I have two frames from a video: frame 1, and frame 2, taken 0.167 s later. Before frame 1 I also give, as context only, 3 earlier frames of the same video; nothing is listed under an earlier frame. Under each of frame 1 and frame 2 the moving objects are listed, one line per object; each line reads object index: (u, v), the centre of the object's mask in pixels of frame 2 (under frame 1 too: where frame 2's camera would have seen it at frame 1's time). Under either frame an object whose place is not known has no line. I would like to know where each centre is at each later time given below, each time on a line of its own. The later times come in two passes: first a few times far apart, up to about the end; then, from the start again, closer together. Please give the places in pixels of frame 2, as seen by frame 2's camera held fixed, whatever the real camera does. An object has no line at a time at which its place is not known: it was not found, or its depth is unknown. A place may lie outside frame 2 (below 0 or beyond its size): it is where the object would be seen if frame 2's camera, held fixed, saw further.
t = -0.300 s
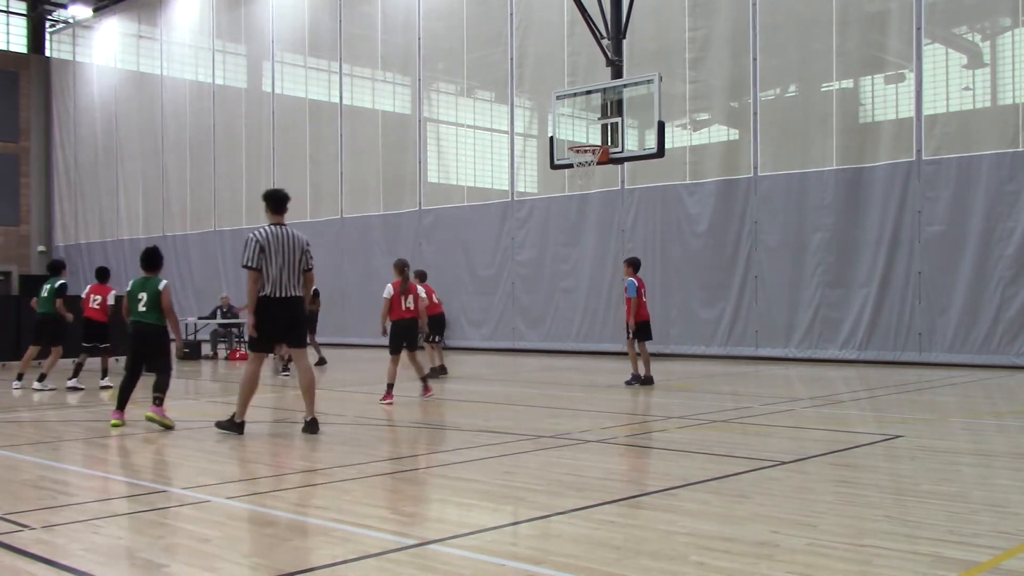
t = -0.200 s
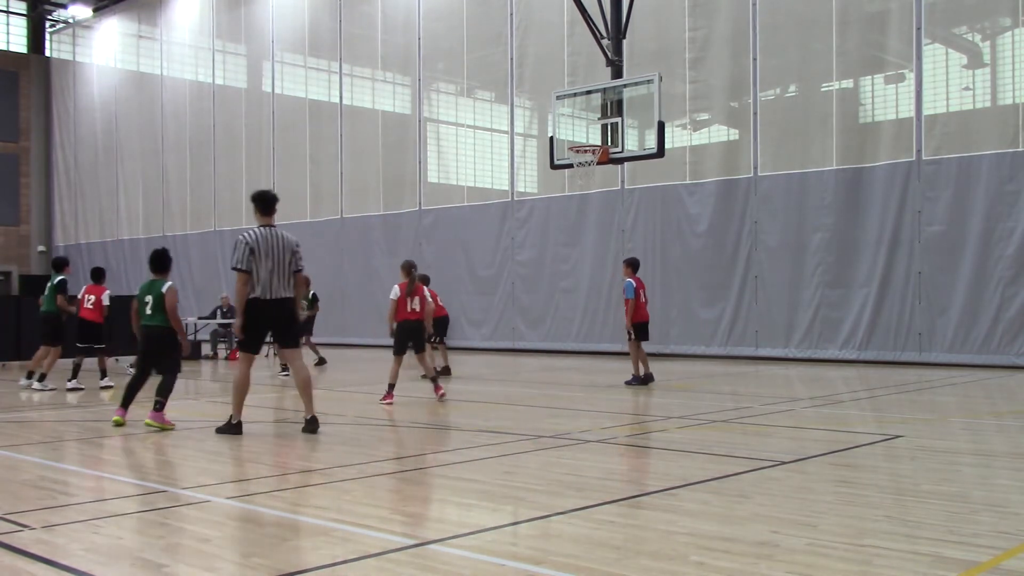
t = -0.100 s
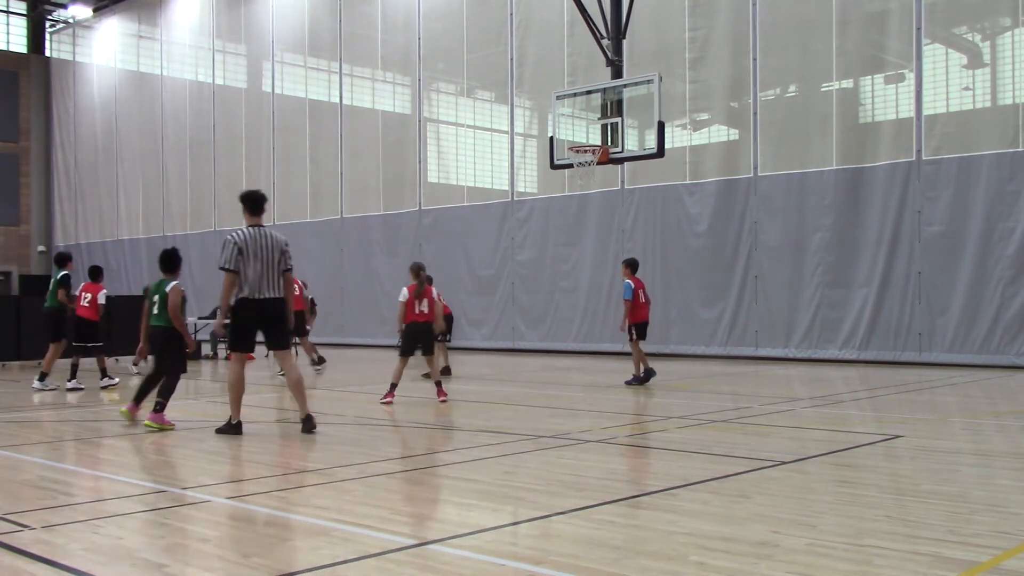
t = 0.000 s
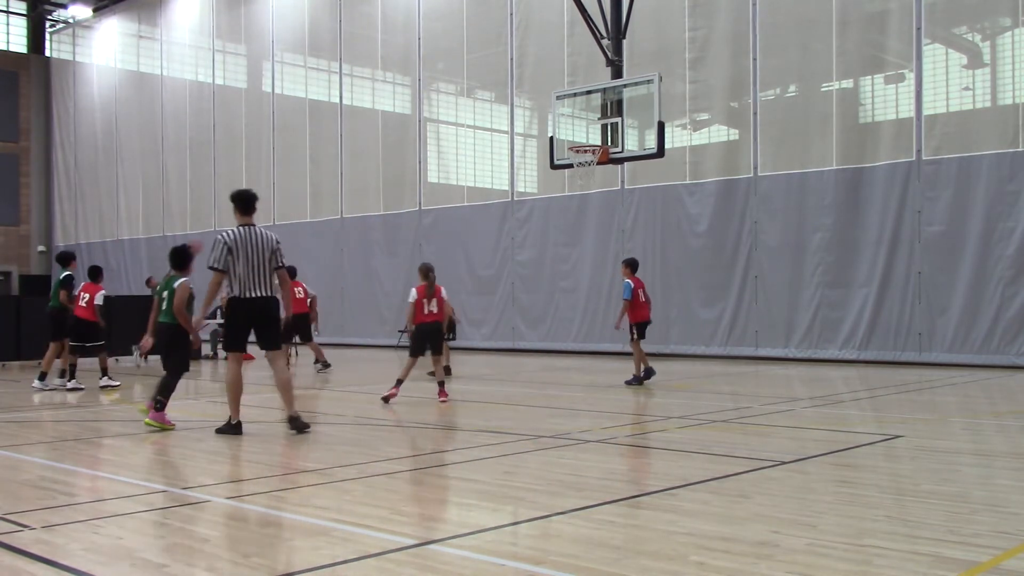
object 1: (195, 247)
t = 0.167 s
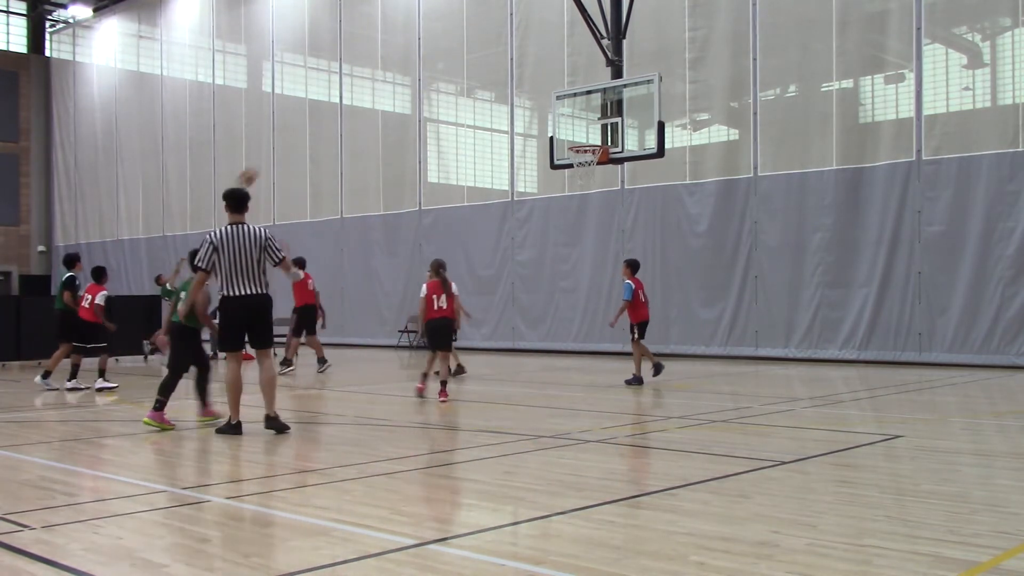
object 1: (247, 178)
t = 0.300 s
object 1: (292, 134)
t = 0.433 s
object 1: (335, 102)
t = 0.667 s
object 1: (415, 75)
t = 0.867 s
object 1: (484, 83)
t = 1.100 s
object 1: (564, 126)
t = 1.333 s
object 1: (596, 181)
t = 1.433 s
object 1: (596, 205)
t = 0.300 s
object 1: (292, 134)
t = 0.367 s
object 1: (314, 116)
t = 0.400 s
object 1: (324, 109)
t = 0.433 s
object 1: (335, 102)
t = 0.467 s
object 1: (348, 96)
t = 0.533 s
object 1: (370, 86)
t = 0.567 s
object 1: (381, 82)
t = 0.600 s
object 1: (393, 79)
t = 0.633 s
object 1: (404, 76)
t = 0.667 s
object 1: (415, 75)
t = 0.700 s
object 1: (427, 75)
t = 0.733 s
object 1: (438, 75)
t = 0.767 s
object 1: (449, 76)
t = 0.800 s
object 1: (461, 77)
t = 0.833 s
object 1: (472, 79)
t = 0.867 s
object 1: (484, 83)
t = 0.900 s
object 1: (494, 86)
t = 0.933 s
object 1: (506, 92)
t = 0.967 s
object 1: (519, 97)
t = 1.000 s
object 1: (530, 103)
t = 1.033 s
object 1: (541, 110)
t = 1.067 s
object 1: (552, 117)
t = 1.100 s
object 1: (564, 126)
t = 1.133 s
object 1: (577, 136)
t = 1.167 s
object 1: (588, 146)
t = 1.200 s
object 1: (594, 156)
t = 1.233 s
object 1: (597, 160)
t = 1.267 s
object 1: (597, 169)
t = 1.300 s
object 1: (597, 175)
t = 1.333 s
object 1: (596, 181)
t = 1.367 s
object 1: (596, 188)
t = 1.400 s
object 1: (596, 196)
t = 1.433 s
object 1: (596, 205)
